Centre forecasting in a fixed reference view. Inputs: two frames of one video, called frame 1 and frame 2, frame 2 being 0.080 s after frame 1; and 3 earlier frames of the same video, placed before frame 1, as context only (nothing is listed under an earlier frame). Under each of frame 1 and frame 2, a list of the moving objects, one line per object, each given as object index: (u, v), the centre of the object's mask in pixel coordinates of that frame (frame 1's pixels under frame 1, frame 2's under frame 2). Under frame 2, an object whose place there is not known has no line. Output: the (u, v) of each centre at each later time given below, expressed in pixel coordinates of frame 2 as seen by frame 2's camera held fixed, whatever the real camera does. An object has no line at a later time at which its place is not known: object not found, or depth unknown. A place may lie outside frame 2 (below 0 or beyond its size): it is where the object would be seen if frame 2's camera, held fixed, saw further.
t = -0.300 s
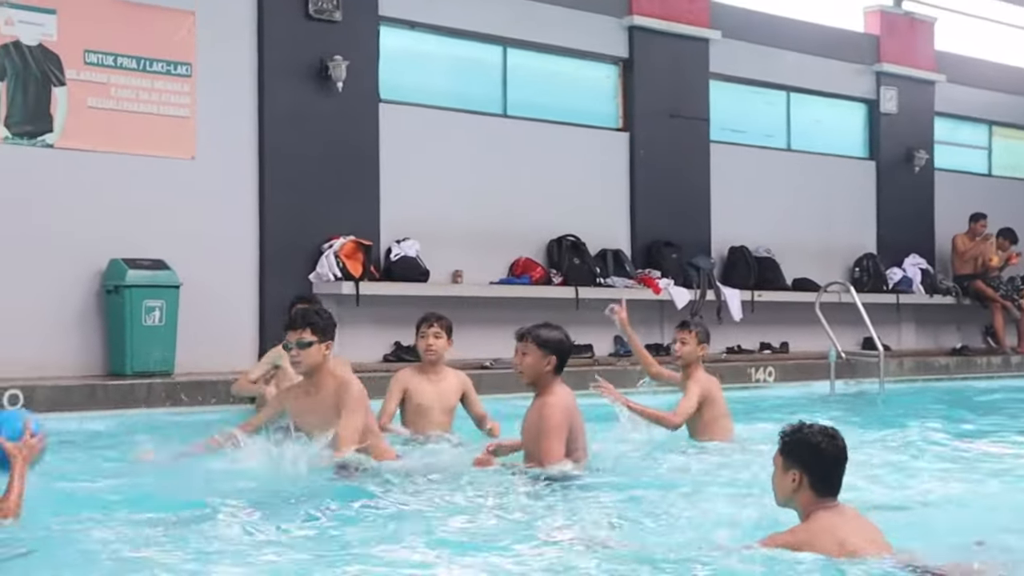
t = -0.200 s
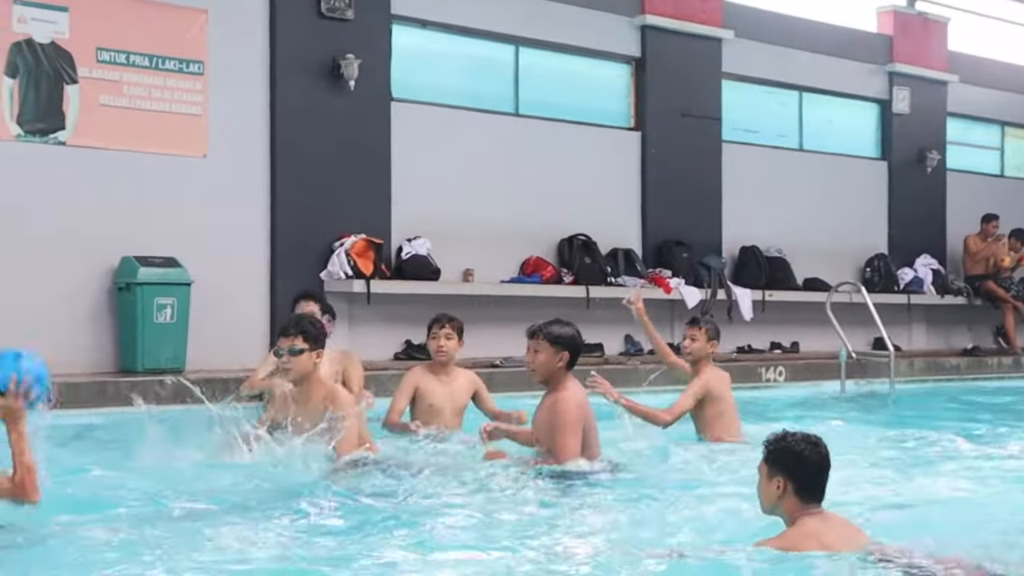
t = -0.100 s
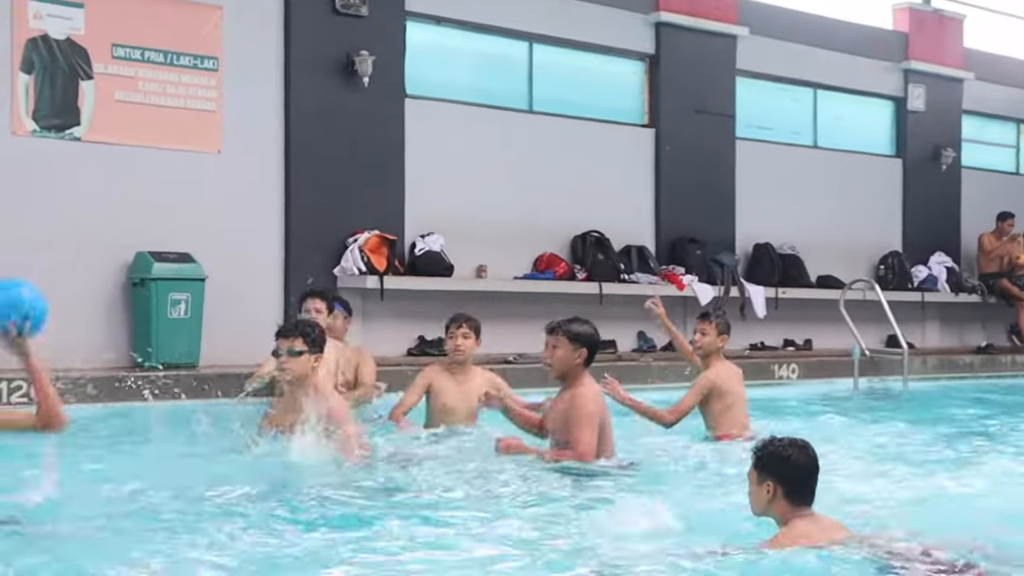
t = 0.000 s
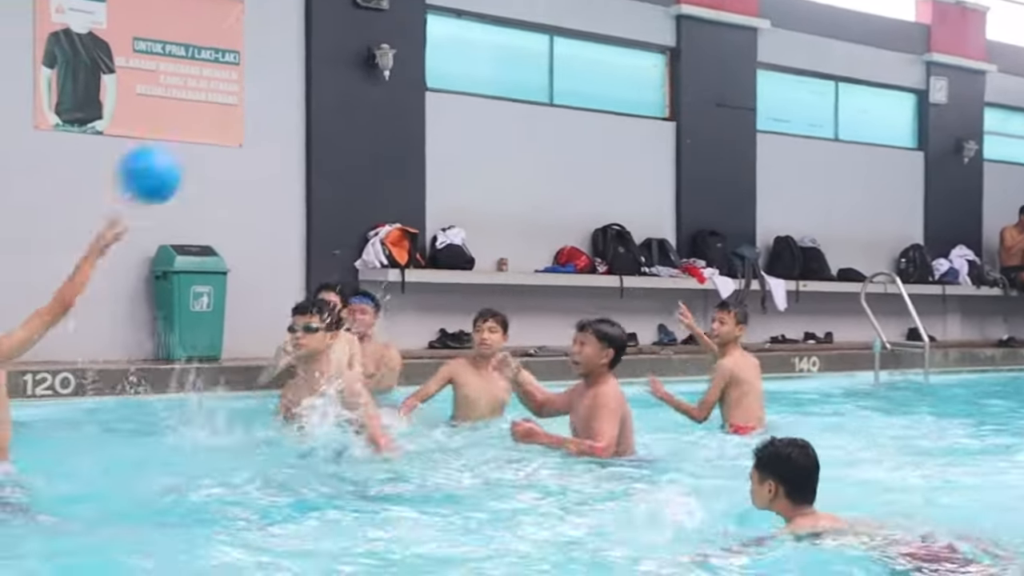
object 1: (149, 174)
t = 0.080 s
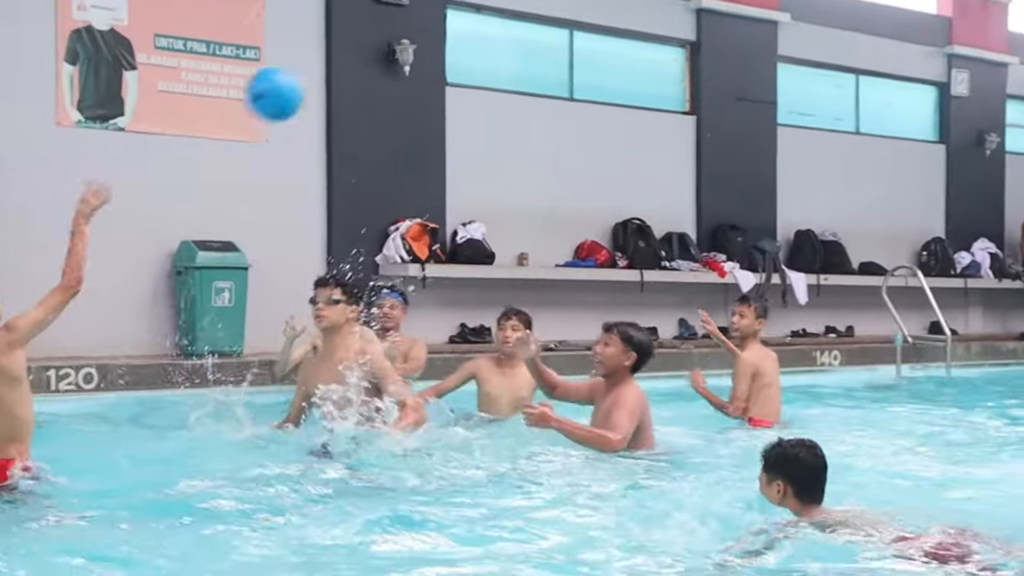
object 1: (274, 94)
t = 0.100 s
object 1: (299, 78)
